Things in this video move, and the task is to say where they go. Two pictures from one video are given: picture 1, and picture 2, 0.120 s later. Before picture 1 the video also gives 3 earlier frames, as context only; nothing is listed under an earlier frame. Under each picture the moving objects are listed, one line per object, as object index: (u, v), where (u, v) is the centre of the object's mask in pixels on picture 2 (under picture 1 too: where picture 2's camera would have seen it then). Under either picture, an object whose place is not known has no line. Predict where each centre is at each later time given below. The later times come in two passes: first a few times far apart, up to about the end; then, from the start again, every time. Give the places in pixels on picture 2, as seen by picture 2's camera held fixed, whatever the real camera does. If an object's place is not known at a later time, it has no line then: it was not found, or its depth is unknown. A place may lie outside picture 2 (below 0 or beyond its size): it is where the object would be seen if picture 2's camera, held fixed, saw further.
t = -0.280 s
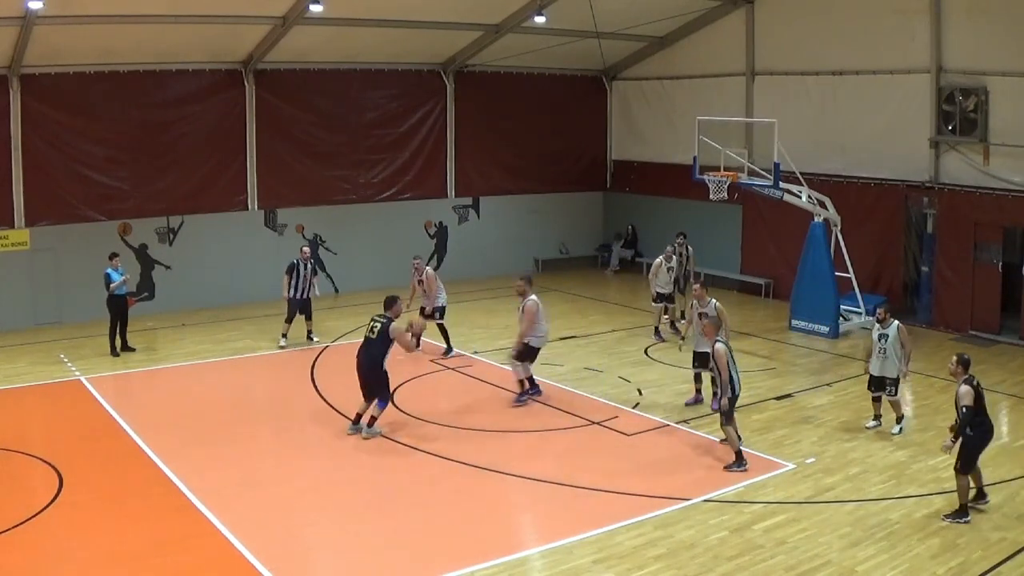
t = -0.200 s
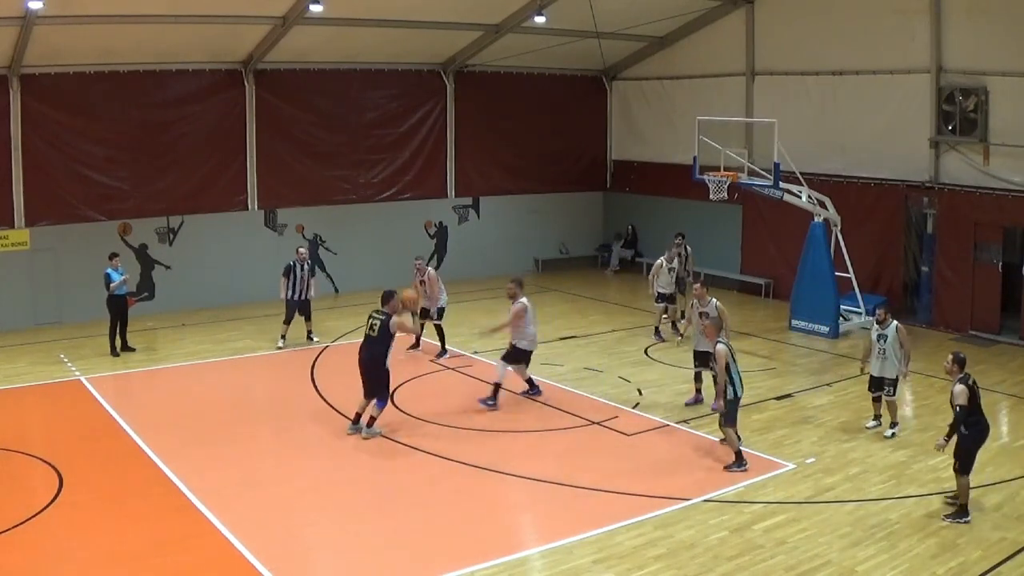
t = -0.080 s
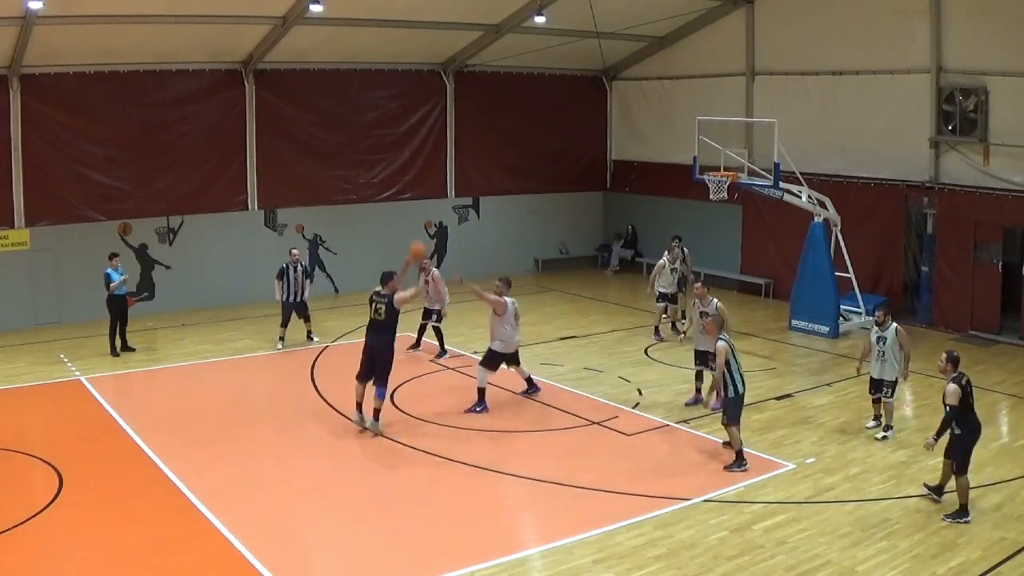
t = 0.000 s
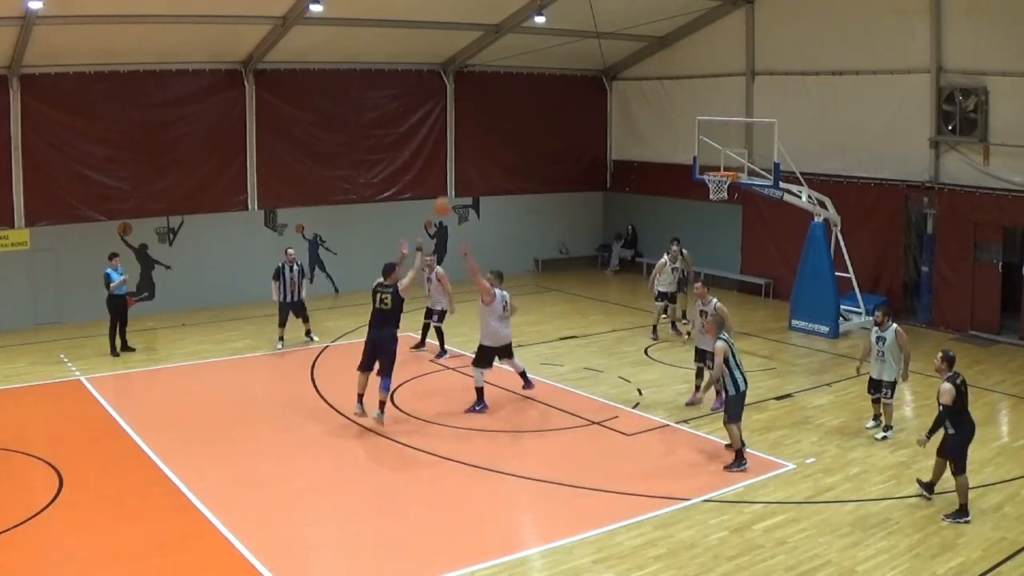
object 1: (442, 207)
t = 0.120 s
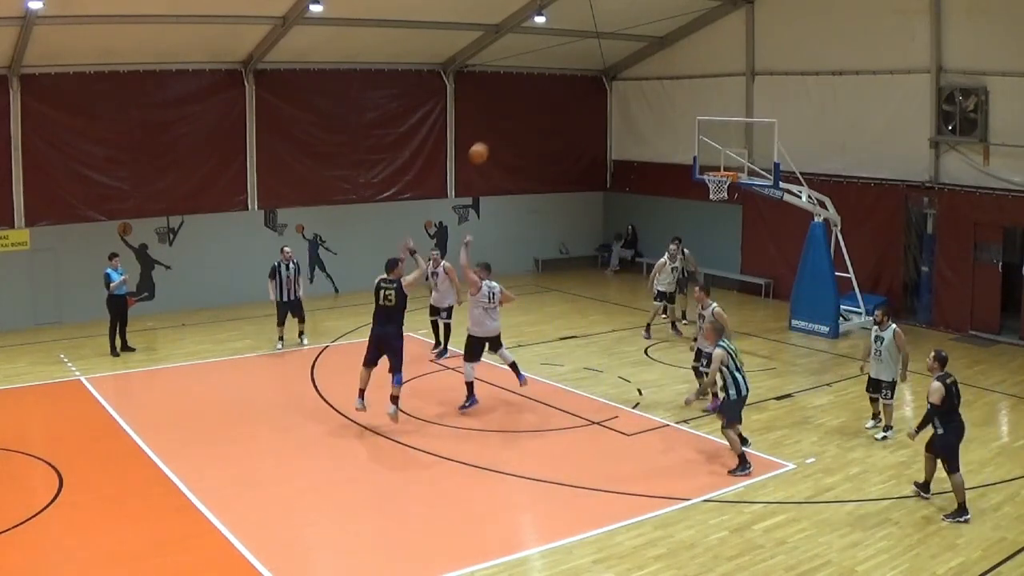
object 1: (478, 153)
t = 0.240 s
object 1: (513, 112)
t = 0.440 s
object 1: (566, 71)
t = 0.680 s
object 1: (621, 61)
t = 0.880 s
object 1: (663, 80)
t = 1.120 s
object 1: (707, 133)
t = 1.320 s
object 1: (713, 145)
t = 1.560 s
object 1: (678, 101)
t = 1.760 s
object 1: (646, 90)
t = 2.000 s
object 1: (602, 109)
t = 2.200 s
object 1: (567, 157)
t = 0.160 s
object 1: (490, 138)
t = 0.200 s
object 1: (501, 125)
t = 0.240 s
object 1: (513, 112)
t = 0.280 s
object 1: (524, 101)
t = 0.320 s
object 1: (535, 92)
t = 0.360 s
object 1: (545, 83)
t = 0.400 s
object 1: (555, 77)
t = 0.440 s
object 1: (566, 71)
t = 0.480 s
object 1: (575, 66)
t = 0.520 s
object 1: (585, 62)
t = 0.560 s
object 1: (595, 60)
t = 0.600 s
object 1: (604, 59)
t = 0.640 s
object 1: (613, 60)
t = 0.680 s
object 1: (621, 61)
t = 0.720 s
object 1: (630, 62)
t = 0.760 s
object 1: (639, 66)
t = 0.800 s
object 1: (646, 71)
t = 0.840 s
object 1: (655, 75)
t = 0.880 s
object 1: (663, 80)
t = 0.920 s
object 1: (670, 87)
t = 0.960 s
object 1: (678, 95)
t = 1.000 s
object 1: (686, 103)
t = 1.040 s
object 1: (692, 113)
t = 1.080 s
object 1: (700, 122)
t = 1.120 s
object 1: (707, 133)
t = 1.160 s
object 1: (713, 144)
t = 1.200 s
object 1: (721, 157)
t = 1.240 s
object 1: (724, 166)
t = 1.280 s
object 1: (720, 157)
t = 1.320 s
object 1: (713, 145)
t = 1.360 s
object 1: (708, 136)
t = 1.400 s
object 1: (702, 128)
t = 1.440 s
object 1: (696, 120)
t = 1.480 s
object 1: (690, 113)
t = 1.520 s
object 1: (684, 107)
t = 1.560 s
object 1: (678, 101)
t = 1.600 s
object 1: (671, 97)
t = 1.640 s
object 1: (664, 94)
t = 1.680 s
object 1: (659, 92)
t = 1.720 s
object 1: (652, 90)
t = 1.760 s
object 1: (646, 90)
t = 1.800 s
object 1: (638, 90)
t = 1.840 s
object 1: (632, 92)
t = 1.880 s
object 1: (624, 94)
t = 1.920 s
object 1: (618, 97)
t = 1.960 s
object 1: (610, 103)
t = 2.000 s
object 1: (602, 109)
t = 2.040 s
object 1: (596, 117)
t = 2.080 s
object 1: (589, 125)
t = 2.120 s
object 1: (582, 135)
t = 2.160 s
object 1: (575, 145)
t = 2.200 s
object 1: (567, 157)
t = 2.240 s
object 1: (560, 170)
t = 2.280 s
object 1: (553, 183)
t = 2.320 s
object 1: (546, 198)
